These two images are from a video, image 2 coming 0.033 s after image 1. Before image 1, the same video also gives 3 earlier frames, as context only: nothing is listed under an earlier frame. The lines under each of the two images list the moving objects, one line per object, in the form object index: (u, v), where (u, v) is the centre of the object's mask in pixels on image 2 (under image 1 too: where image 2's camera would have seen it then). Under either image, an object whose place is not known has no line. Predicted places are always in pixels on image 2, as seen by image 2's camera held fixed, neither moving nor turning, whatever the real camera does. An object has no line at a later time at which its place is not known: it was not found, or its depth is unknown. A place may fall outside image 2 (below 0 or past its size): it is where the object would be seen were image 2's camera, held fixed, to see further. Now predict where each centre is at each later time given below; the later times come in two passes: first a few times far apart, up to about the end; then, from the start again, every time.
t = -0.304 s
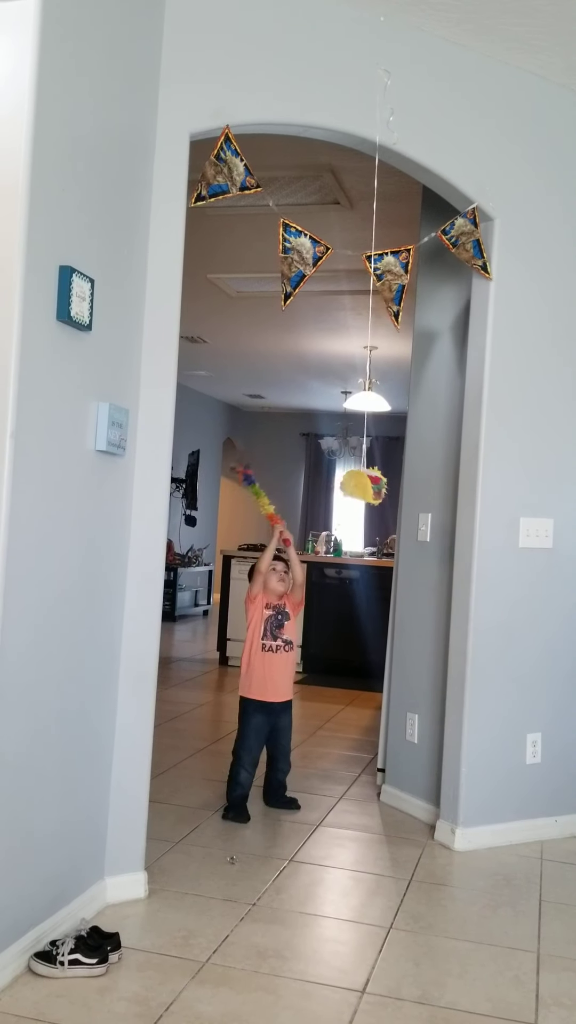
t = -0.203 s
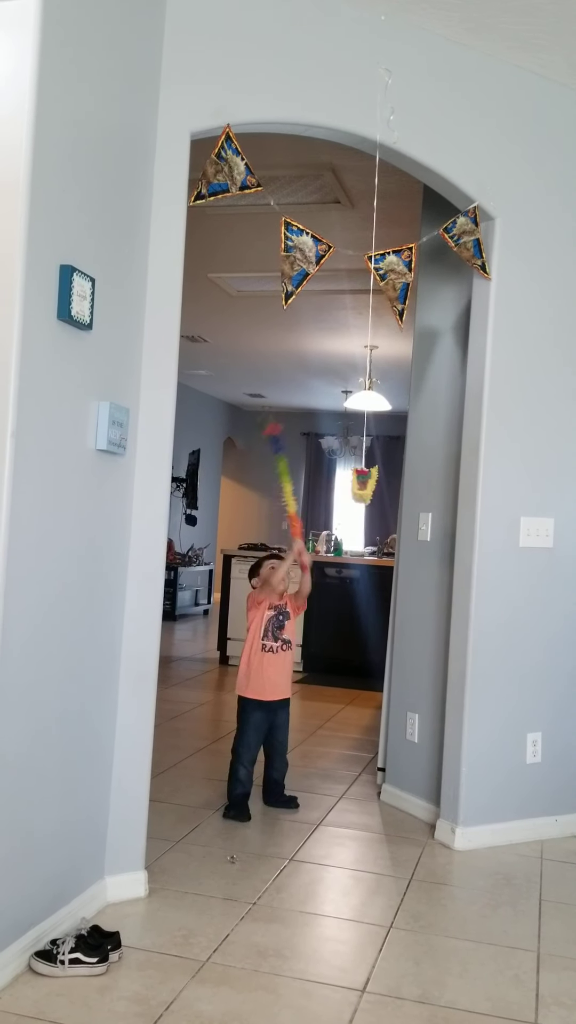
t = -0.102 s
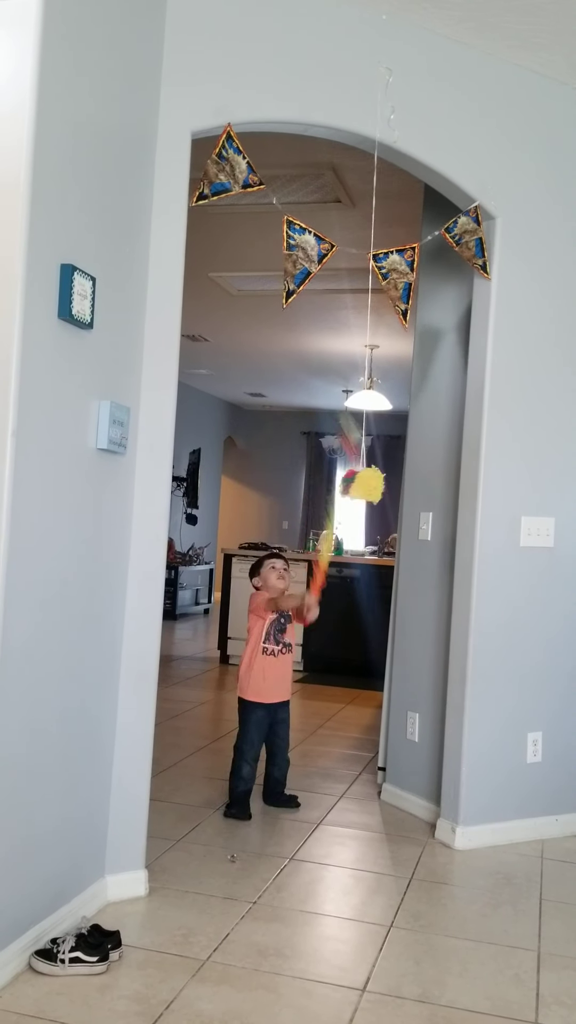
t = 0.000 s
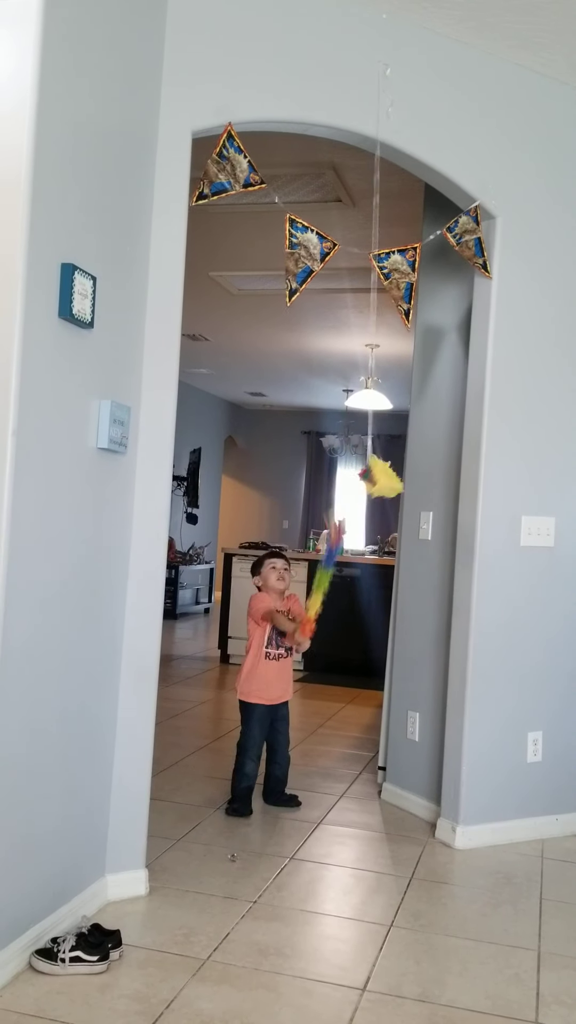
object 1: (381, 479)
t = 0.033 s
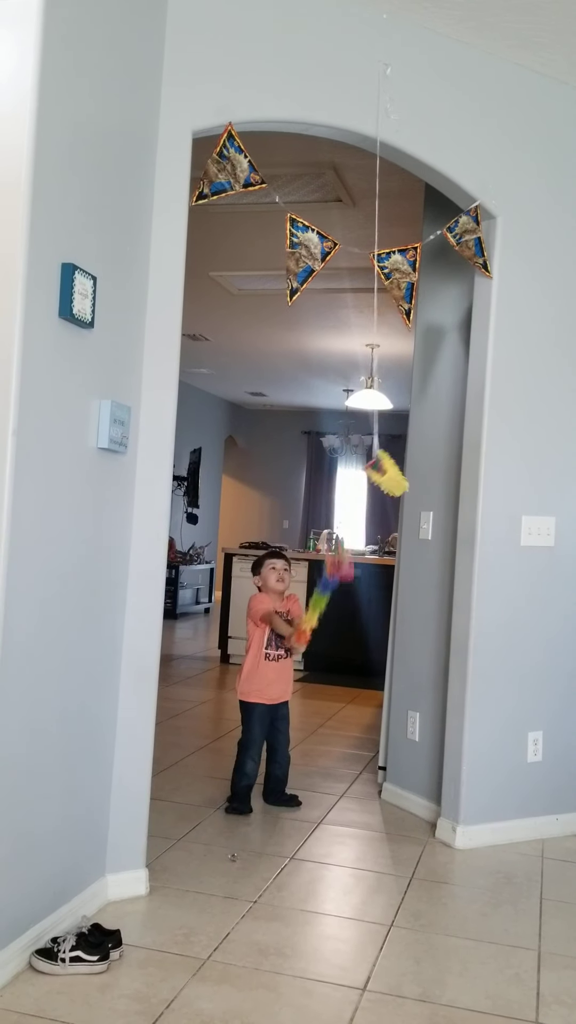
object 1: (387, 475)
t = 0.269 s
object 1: (428, 450)
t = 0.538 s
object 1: (436, 437)
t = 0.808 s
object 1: (403, 461)
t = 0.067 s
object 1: (393, 473)
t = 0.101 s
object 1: (400, 473)
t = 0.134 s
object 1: (407, 472)
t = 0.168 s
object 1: (412, 467)
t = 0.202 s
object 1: (418, 460)
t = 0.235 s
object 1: (423, 454)
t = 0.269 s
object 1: (428, 450)
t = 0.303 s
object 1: (431, 447)
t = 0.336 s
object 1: (433, 446)
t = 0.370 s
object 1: (435, 444)
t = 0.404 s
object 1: (436, 440)
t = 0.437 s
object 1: (437, 438)
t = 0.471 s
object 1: (437, 437)
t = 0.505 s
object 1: (437, 437)
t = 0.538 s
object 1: (436, 437)
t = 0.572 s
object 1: (434, 437)
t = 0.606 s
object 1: (432, 439)
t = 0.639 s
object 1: (428, 442)
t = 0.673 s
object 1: (424, 445)
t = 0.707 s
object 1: (419, 449)
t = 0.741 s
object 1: (414, 453)
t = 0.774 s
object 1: (409, 456)
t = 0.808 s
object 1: (403, 461)
